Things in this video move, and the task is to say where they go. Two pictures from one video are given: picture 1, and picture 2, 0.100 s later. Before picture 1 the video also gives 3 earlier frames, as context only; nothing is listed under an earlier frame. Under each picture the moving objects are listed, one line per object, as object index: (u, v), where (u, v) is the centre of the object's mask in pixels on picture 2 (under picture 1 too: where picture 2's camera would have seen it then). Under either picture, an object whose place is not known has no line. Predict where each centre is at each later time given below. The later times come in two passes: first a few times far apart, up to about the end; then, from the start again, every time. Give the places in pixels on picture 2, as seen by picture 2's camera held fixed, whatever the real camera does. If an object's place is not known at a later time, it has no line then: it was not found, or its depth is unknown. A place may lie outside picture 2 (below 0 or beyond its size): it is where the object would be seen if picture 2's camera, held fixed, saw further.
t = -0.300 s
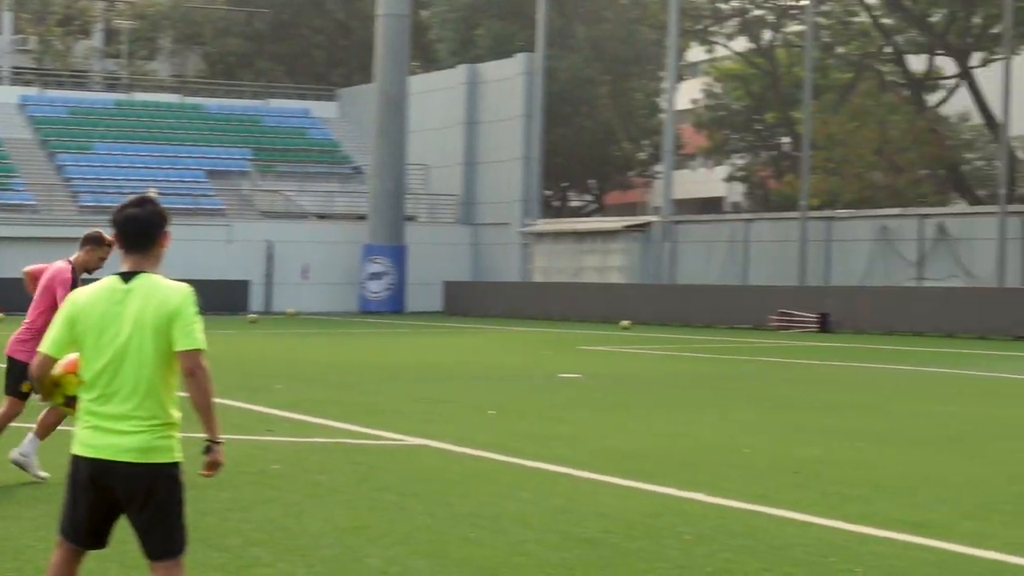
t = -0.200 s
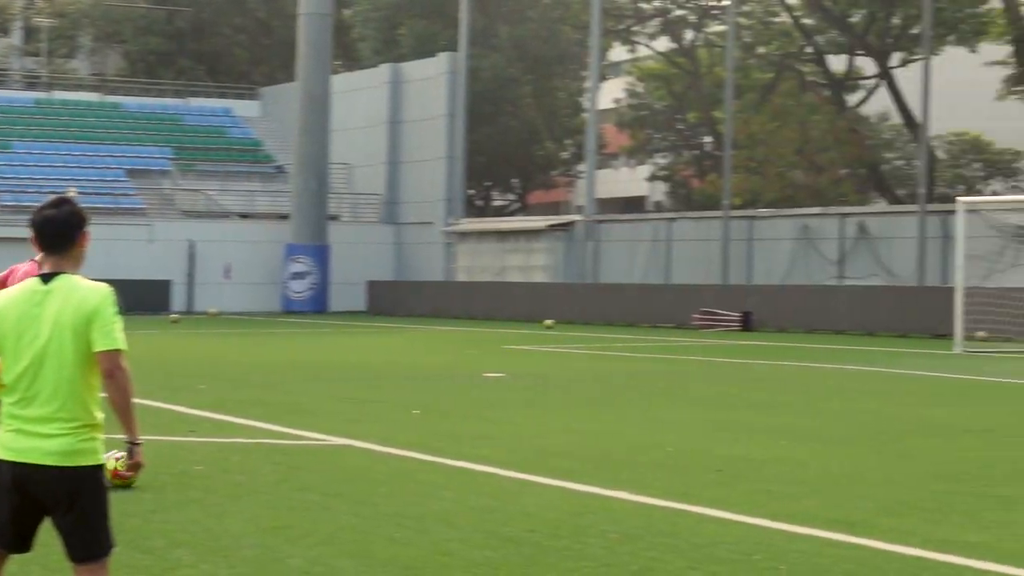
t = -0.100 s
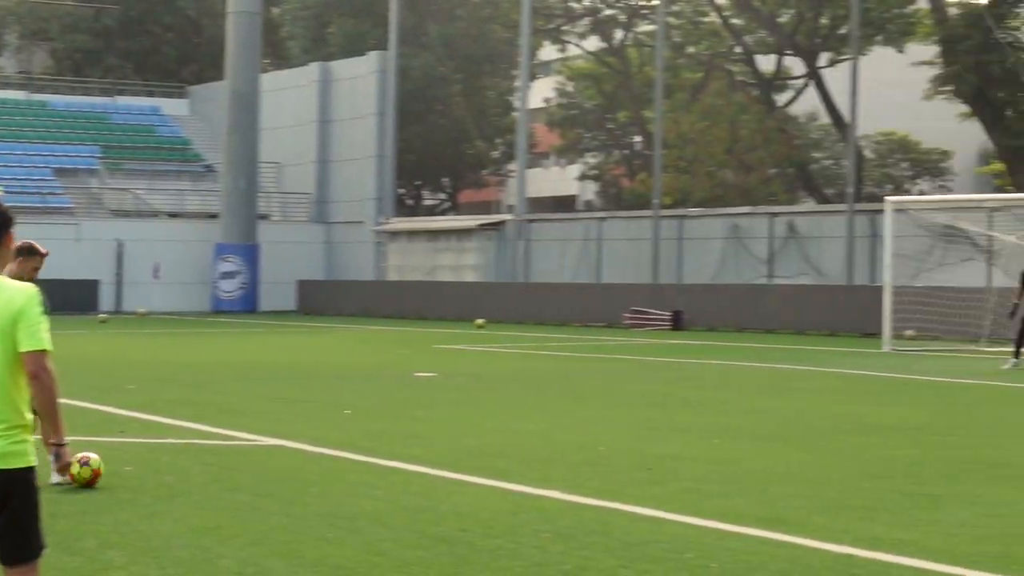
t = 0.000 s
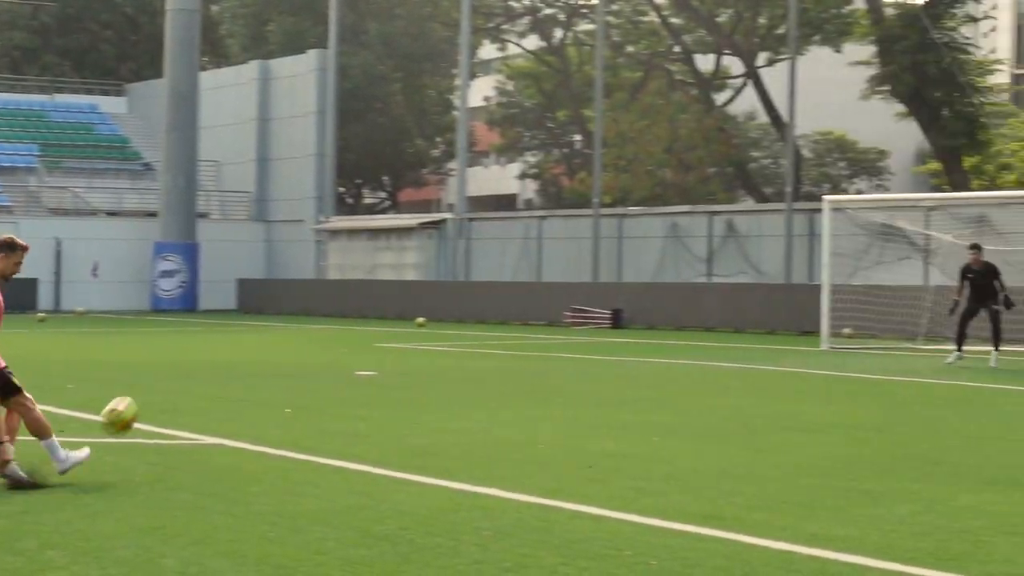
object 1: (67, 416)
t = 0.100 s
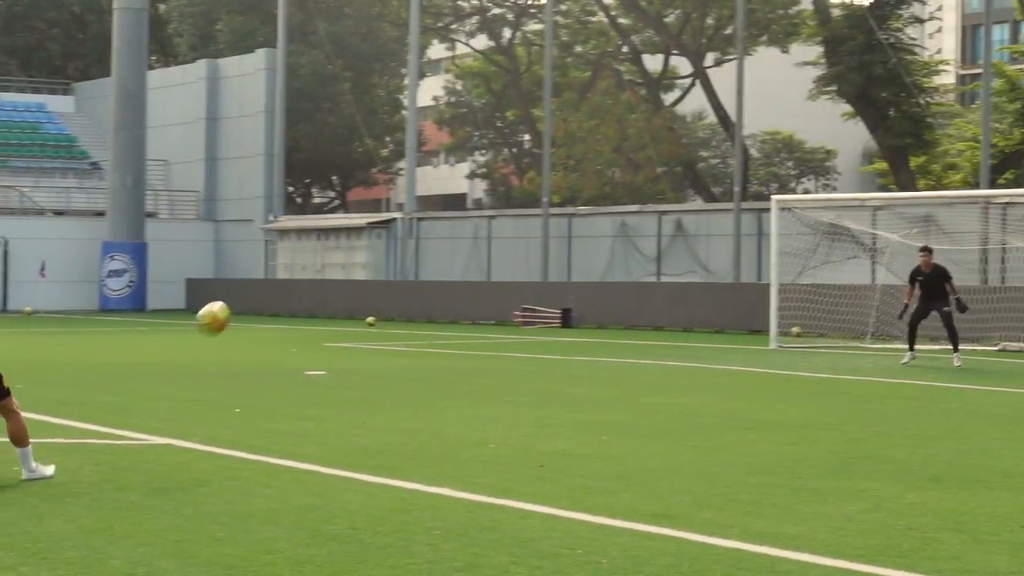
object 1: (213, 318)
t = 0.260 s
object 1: (386, 212)
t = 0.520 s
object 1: (571, 129)
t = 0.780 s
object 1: (688, 119)
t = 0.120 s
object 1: (238, 302)
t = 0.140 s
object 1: (262, 286)
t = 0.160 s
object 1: (284, 273)
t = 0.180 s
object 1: (308, 258)
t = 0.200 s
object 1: (329, 245)
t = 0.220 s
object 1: (350, 233)
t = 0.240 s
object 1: (369, 222)
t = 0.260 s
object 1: (386, 212)
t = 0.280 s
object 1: (404, 203)
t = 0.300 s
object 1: (422, 193)
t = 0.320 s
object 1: (438, 185)
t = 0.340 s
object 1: (454, 177)
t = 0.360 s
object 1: (469, 170)
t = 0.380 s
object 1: (482, 164)
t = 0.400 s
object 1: (497, 158)
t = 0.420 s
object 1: (510, 152)
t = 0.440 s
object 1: (524, 145)
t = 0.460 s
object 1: (535, 141)
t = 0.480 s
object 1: (547, 138)
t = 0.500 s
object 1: (559, 134)
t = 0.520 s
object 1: (571, 129)
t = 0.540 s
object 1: (582, 127)
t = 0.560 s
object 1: (592, 125)
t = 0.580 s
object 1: (602, 121)
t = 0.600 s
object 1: (611, 120)
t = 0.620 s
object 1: (622, 119)
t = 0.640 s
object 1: (631, 118)
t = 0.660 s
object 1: (640, 116)
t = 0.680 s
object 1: (648, 117)
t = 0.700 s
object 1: (656, 116)
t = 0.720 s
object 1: (665, 117)
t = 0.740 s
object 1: (672, 117)
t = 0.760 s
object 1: (680, 117)
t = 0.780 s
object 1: (688, 119)
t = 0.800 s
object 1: (694, 119)
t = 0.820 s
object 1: (701, 120)
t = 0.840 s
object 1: (708, 122)
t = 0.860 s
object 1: (715, 124)
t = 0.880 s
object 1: (721, 126)
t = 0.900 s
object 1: (726, 128)
